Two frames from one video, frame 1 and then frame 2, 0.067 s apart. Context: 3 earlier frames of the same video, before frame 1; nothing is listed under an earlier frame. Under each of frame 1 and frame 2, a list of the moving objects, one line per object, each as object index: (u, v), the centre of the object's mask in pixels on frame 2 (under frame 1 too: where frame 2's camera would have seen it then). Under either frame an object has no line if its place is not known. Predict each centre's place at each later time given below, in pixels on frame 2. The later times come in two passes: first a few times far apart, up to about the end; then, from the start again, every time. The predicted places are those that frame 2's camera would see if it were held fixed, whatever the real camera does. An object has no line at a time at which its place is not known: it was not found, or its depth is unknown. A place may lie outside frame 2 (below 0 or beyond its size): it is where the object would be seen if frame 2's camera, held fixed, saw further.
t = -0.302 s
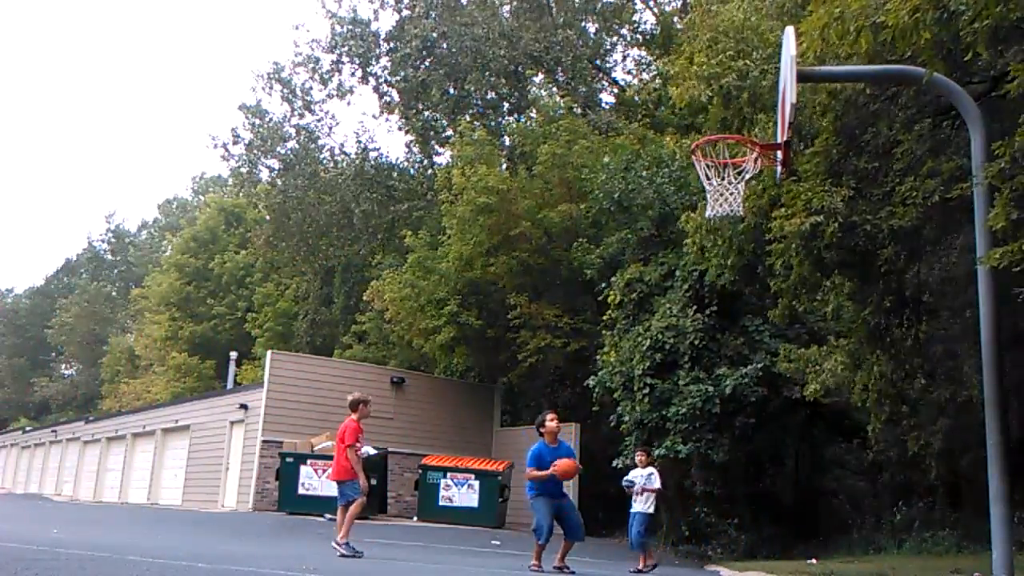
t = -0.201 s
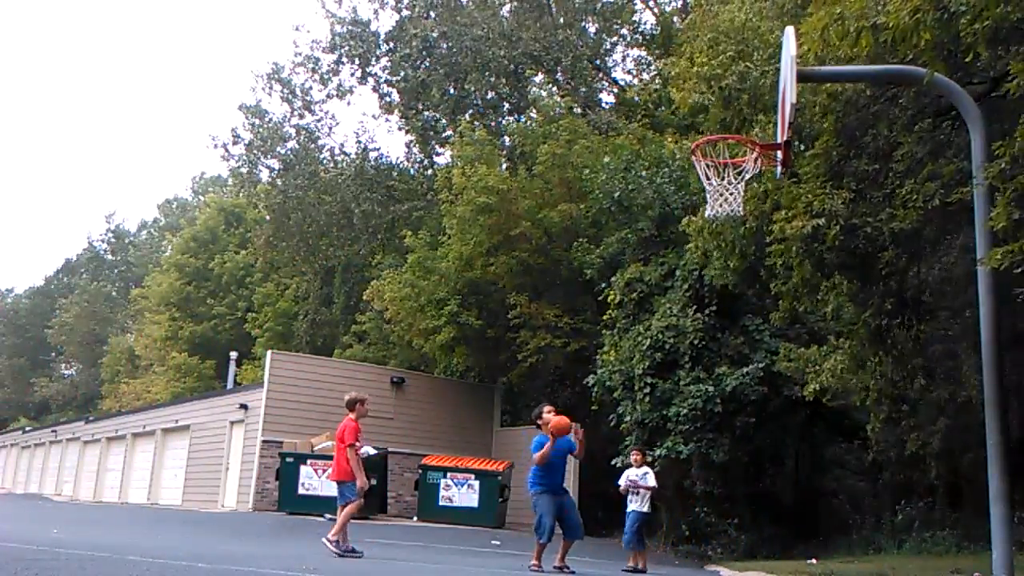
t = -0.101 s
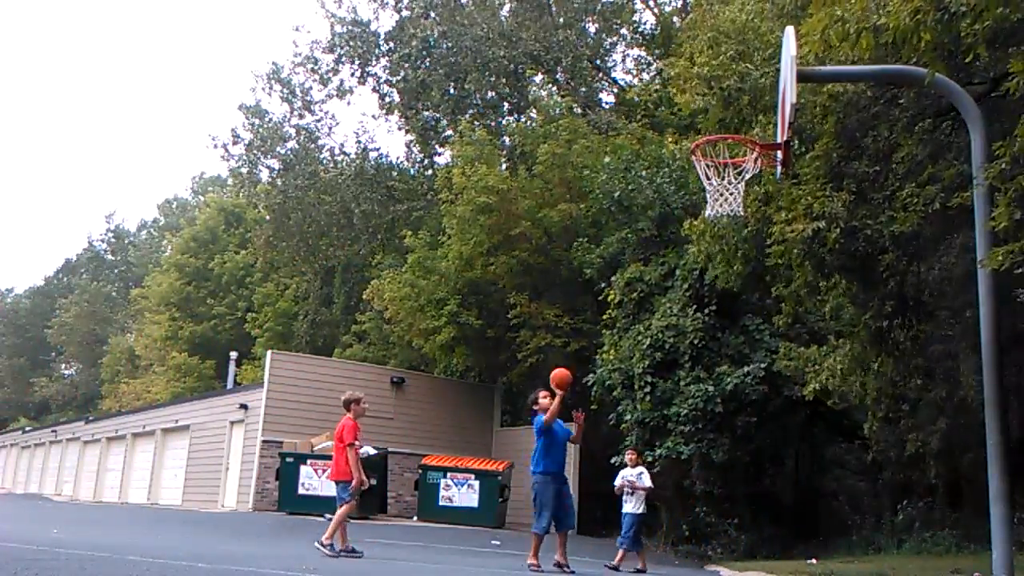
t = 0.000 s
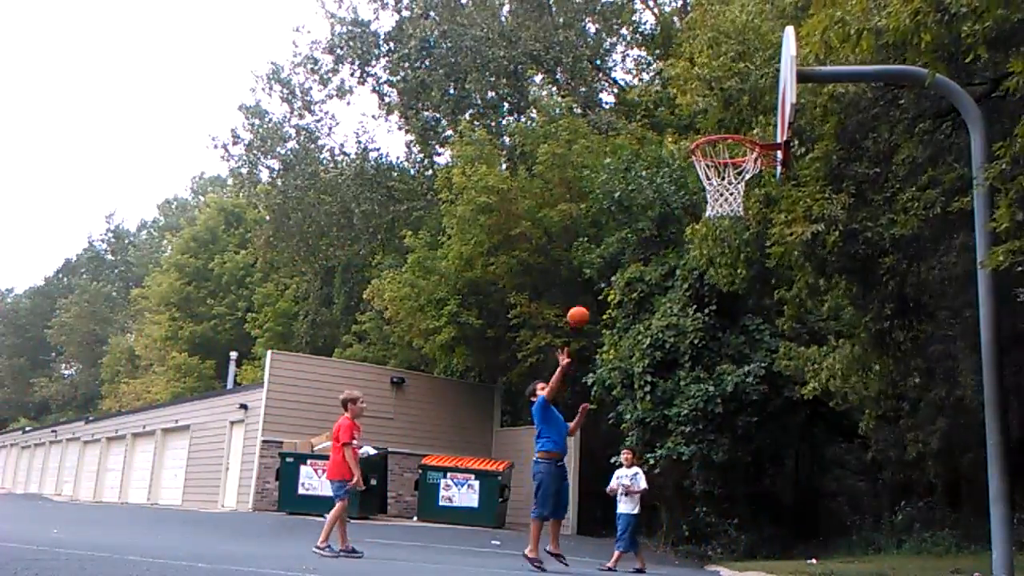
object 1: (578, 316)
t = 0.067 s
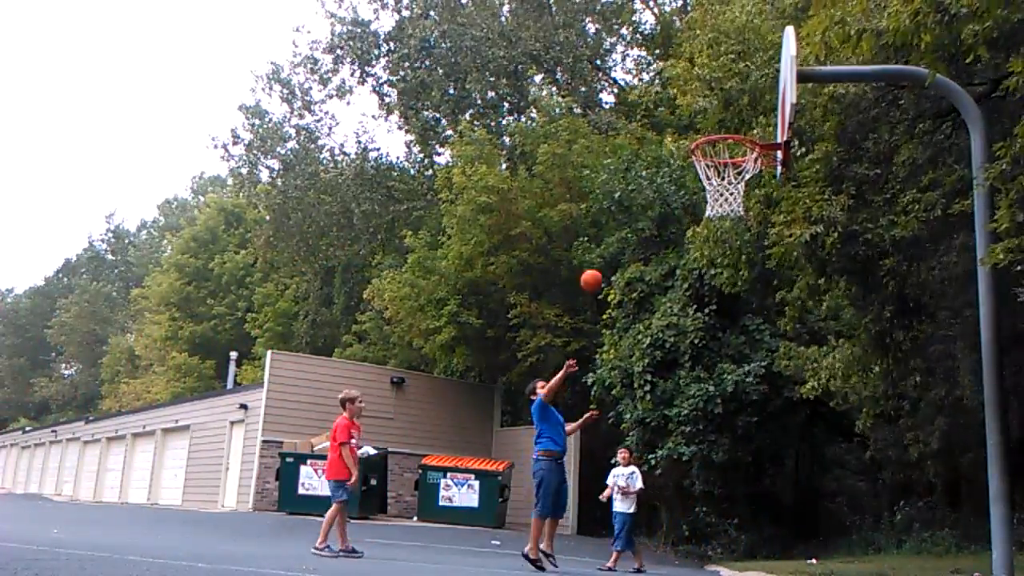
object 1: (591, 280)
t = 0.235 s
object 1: (624, 210)
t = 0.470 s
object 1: (672, 162)
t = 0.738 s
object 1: (666, 217)
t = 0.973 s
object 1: (627, 349)
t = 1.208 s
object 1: (586, 554)
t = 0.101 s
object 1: (598, 264)
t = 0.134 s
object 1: (605, 249)
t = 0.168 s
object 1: (611, 235)
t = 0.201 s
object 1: (618, 222)
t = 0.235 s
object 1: (624, 210)
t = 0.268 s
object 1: (631, 200)
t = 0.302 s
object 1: (638, 191)
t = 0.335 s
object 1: (645, 183)
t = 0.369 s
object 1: (652, 176)
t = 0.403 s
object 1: (659, 170)
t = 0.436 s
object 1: (665, 165)
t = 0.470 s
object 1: (672, 162)
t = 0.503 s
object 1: (679, 161)
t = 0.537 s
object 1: (684, 161)
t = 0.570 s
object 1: (688, 164)
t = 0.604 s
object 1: (686, 171)
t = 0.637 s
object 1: (683, 180)
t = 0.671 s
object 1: (678, 191)
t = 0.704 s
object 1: (672, 204)
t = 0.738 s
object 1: (666, 217)
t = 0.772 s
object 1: (661, 231)
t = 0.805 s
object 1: (654, 247)
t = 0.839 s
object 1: (649, 265)
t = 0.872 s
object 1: (643, 283)
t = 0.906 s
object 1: (638, 304)
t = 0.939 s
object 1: (632, 326)
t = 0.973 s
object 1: (627, 349)
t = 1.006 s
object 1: (621, 374)
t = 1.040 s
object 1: (615, 399)
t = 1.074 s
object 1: (610, 428)
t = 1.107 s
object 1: (604, 457)
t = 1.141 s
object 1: (598, 488)
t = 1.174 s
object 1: (592, 521)
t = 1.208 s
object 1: (586, 554)
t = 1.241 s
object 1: (583, 554)
